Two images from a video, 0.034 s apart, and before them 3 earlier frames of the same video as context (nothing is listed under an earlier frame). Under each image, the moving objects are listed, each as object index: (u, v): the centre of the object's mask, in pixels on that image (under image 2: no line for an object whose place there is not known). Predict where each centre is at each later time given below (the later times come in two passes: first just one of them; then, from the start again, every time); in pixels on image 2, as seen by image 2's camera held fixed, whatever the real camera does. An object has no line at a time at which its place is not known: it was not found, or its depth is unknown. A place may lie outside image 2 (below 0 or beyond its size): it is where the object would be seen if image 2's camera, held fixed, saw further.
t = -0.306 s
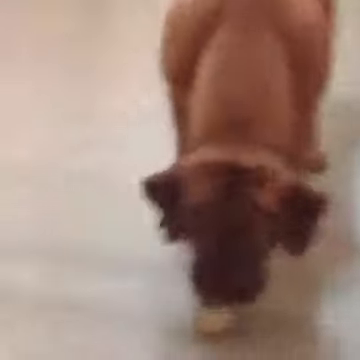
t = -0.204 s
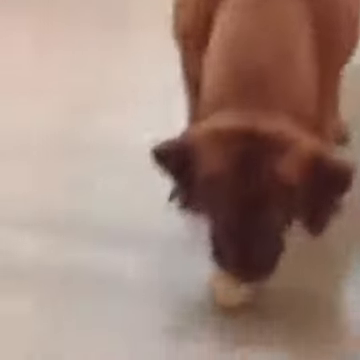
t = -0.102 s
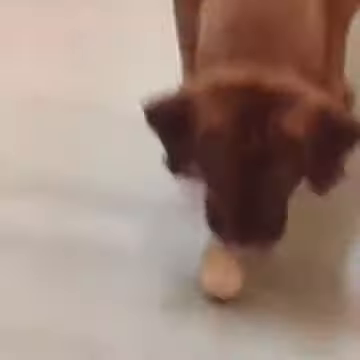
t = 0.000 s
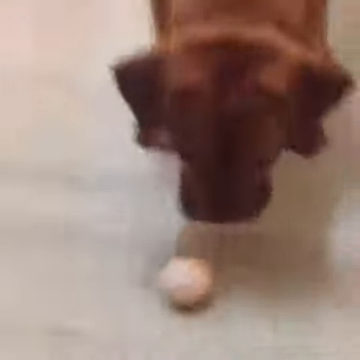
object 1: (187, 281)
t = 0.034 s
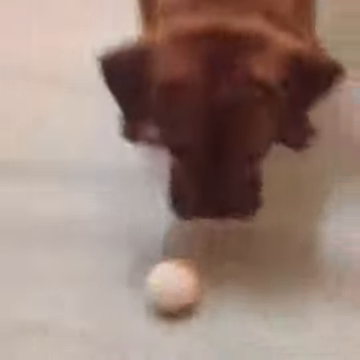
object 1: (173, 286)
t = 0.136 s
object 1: (154, 321)
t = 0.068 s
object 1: (167, 297)
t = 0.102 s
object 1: (158, 308)
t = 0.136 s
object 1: (154, 321)
